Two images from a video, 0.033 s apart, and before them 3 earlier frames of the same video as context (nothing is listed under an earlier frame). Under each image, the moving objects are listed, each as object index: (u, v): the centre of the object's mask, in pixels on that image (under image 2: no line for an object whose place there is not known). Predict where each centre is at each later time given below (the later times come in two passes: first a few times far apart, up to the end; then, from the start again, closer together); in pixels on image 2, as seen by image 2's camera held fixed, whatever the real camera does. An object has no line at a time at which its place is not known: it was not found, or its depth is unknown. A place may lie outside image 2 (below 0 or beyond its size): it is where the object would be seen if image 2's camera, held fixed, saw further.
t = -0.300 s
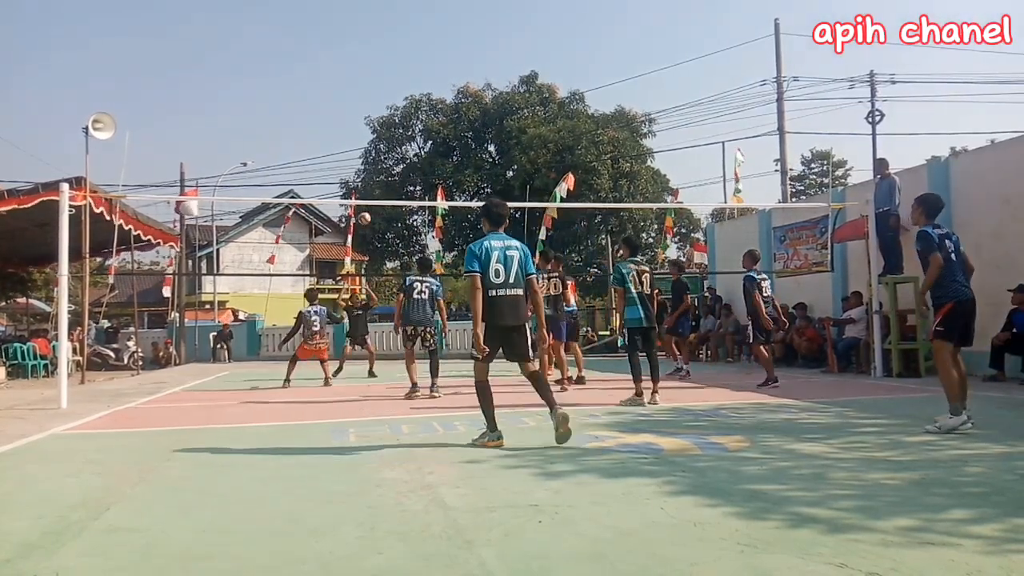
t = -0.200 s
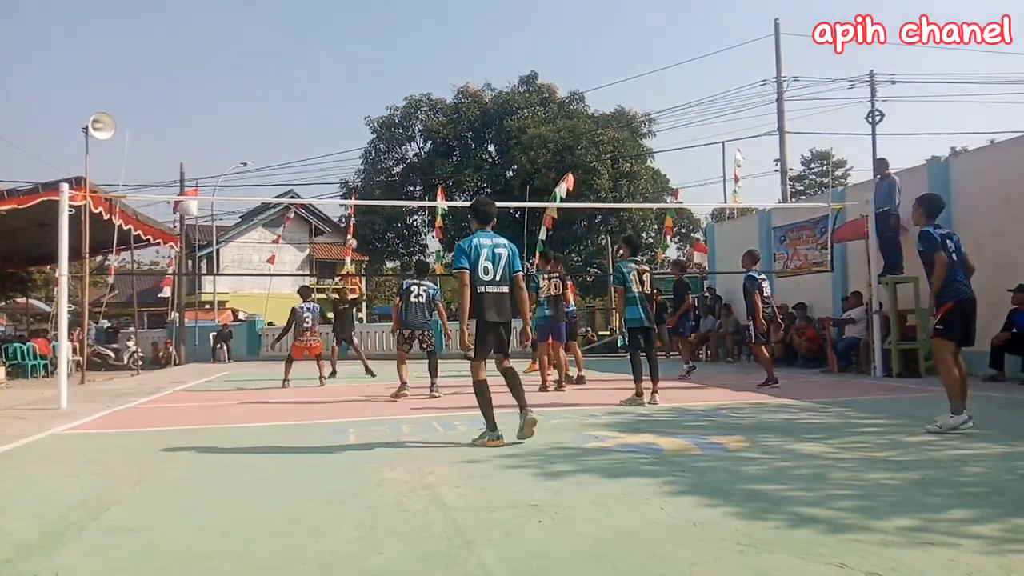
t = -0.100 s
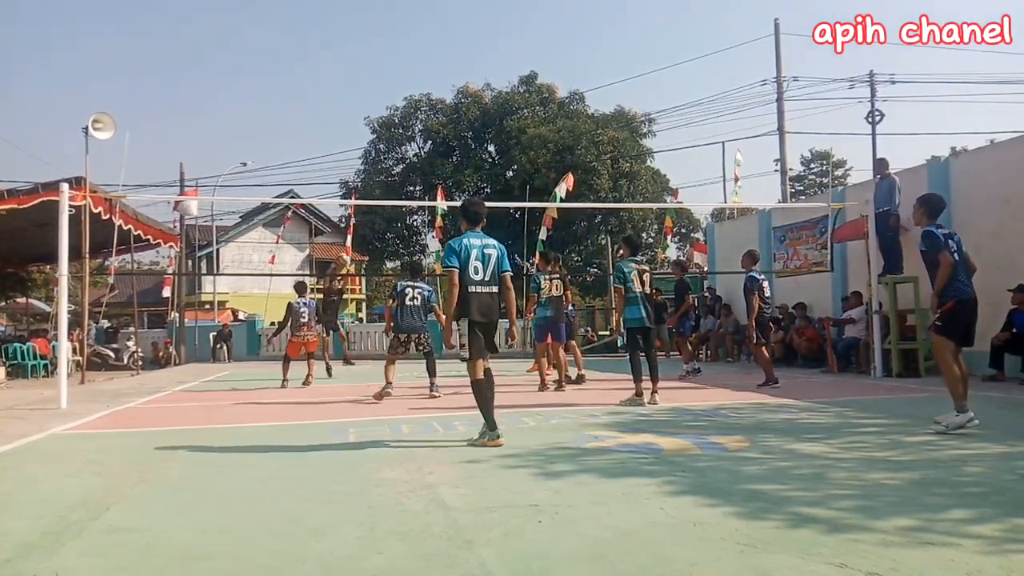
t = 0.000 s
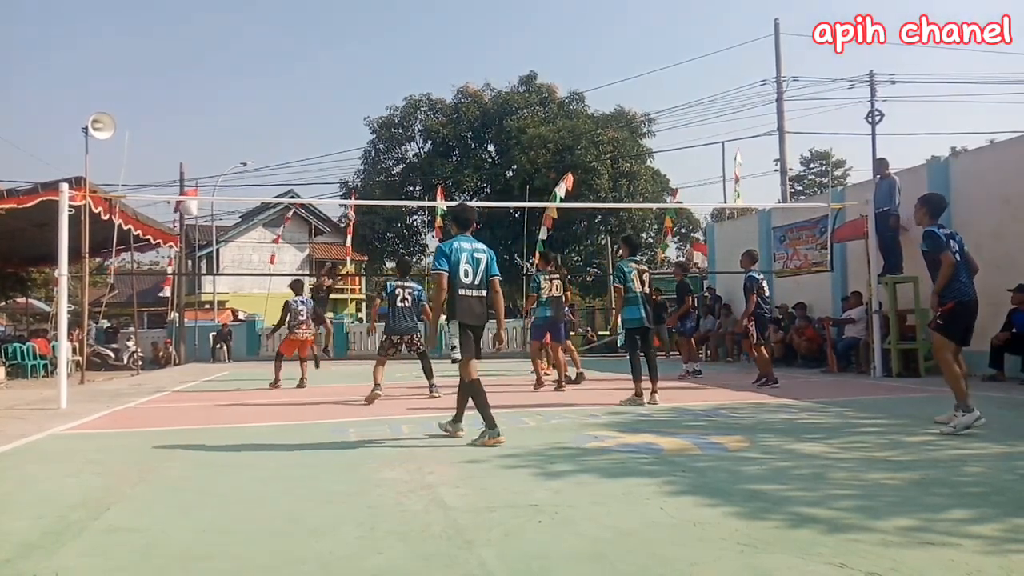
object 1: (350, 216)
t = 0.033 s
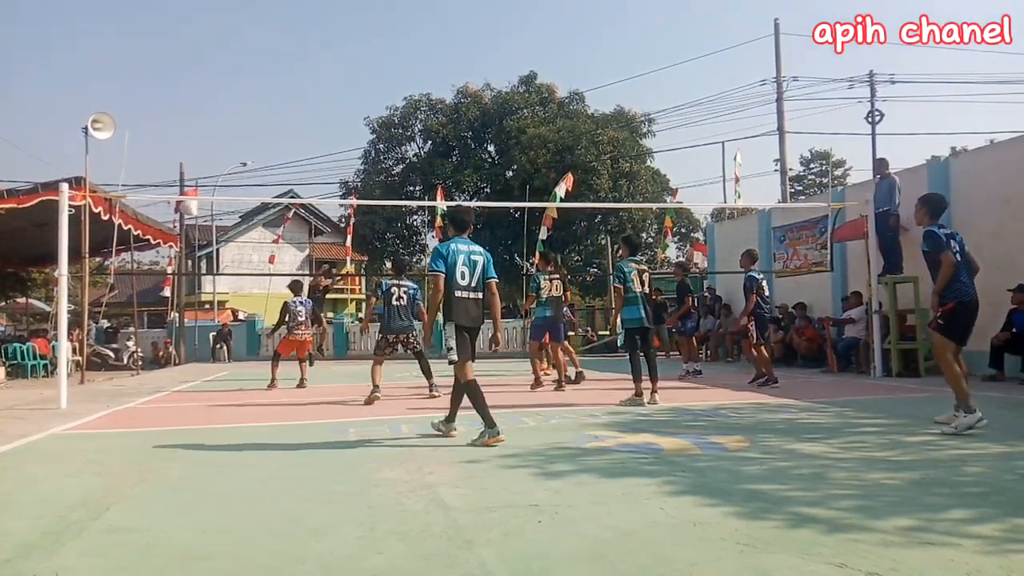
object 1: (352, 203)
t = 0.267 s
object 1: (368, 120)
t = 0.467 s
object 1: (386, 65)
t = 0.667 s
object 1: (408, 31)
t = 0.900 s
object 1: (439, 27)
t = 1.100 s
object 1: (473, 62)
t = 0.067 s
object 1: (352, 189)
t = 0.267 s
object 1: (368, 120)
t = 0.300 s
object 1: (371, 109)
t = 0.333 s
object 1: (374, 99)
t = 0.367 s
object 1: (377, 90)
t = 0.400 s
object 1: (380, 81)
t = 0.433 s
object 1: (383, 72)
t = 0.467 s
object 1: (386, 65)
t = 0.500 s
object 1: (389, 58)
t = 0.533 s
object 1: (393, 51)
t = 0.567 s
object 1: (397, 45)
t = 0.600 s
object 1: (400, 40)
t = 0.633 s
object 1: (404, 35)
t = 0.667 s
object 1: (408, 31)
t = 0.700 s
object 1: (412, 28)
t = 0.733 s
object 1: (416, 26)
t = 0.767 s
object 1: (420, 24)
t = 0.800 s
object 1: (424, 23)
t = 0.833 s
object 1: (429, 23)
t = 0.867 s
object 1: (434, 24)
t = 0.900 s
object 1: (439, 27)
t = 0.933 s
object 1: (445, 29)
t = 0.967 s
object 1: (450, 33)
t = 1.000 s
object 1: (456, 39)
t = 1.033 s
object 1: (461, 45)
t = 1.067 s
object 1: (467, 53)
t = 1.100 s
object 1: (473, 62)
